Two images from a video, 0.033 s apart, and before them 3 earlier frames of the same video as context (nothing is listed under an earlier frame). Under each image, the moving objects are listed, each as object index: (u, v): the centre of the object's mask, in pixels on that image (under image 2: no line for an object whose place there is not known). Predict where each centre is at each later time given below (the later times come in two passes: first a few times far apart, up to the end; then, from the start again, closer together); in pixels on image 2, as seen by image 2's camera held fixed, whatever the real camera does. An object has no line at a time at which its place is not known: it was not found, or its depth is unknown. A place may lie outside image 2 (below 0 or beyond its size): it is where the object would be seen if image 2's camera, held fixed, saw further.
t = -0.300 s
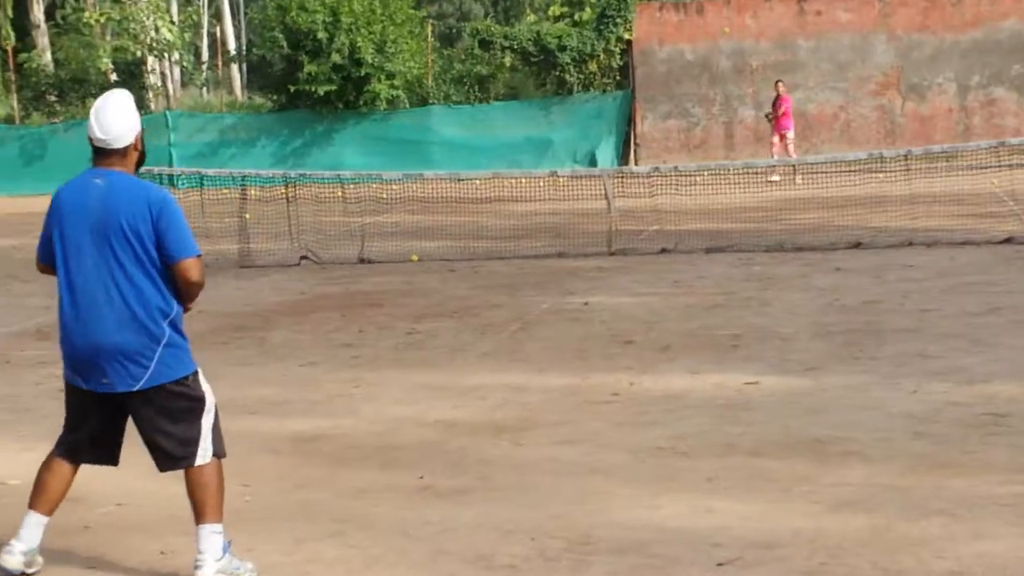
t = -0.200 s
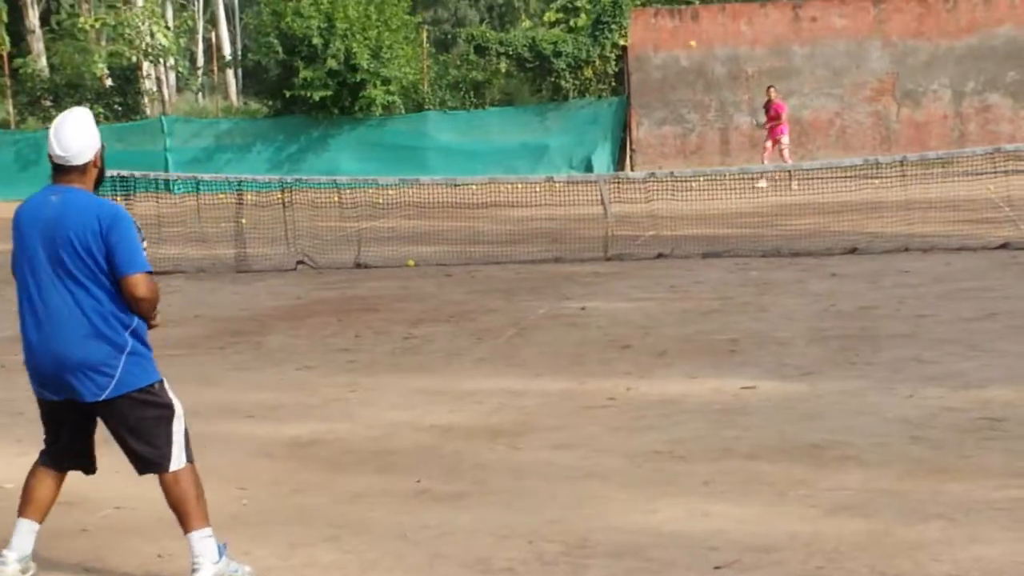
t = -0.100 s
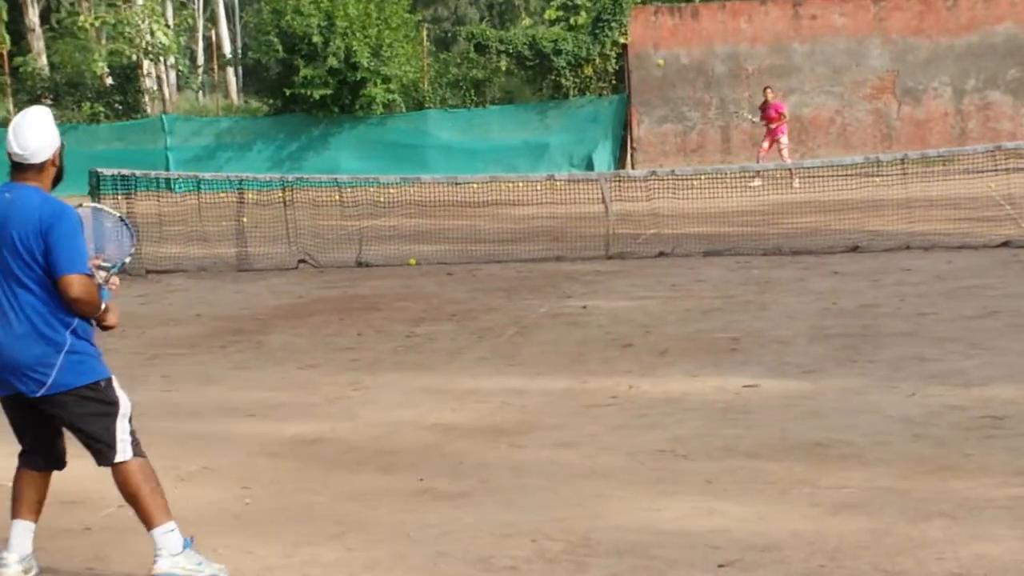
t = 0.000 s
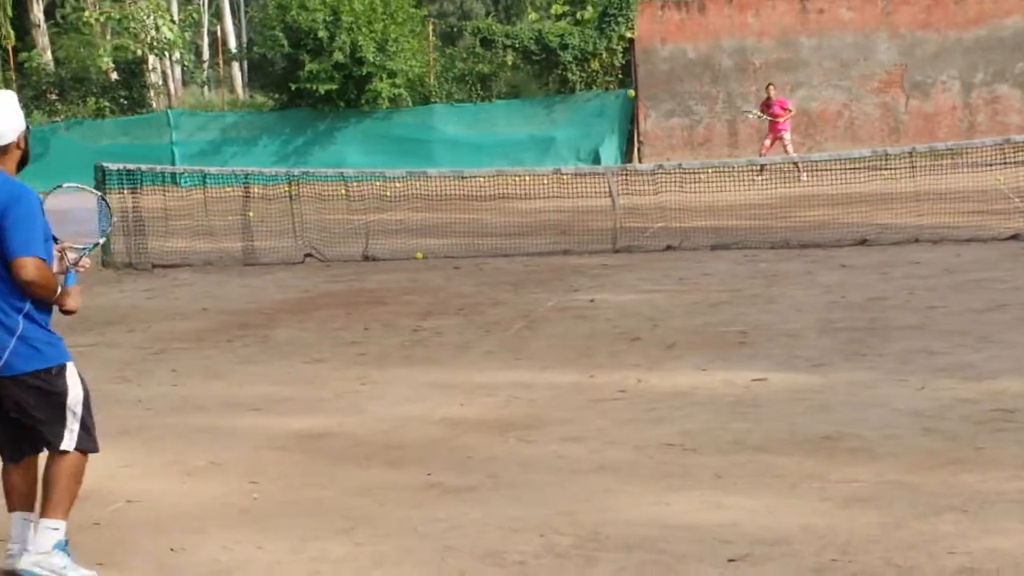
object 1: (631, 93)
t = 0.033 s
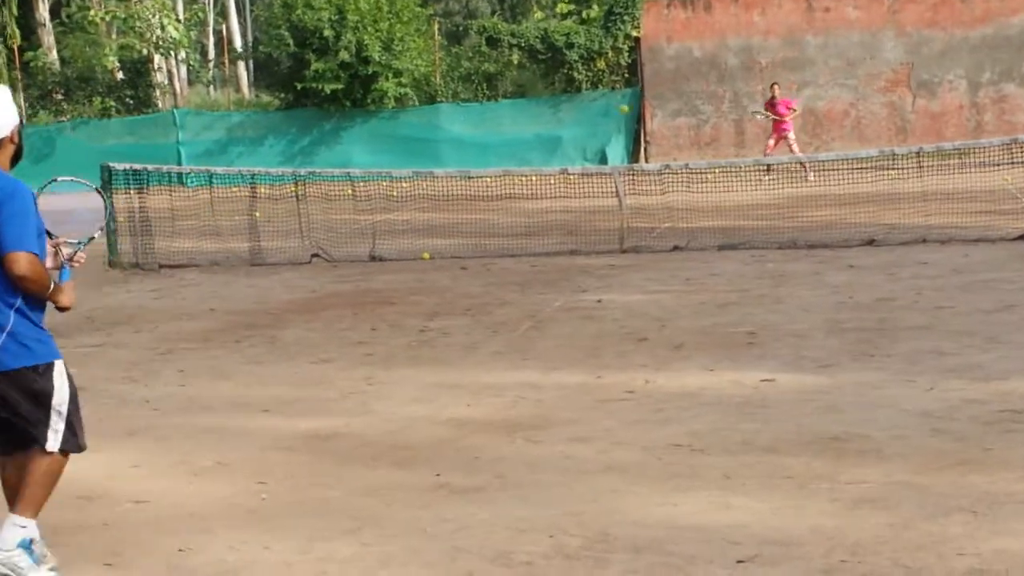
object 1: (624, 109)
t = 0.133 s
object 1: (582, 173)
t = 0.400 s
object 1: (465, 268)
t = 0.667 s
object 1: (328, 207)
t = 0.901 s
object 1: (172, 271)
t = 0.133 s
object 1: (582, 173)
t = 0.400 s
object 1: (465, 268)
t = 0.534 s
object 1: (401, 222)
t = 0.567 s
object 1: (384, 217)
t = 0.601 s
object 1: (366, 210)
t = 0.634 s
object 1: (347, 207)
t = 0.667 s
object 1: (328, 207)
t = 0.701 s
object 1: (308, 207)
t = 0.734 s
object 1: (288, 210)
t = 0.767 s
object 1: (267, 216)
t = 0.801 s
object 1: (243, 226)
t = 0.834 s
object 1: (221, 236)
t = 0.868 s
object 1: (198, 252)
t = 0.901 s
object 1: (172, 271)
